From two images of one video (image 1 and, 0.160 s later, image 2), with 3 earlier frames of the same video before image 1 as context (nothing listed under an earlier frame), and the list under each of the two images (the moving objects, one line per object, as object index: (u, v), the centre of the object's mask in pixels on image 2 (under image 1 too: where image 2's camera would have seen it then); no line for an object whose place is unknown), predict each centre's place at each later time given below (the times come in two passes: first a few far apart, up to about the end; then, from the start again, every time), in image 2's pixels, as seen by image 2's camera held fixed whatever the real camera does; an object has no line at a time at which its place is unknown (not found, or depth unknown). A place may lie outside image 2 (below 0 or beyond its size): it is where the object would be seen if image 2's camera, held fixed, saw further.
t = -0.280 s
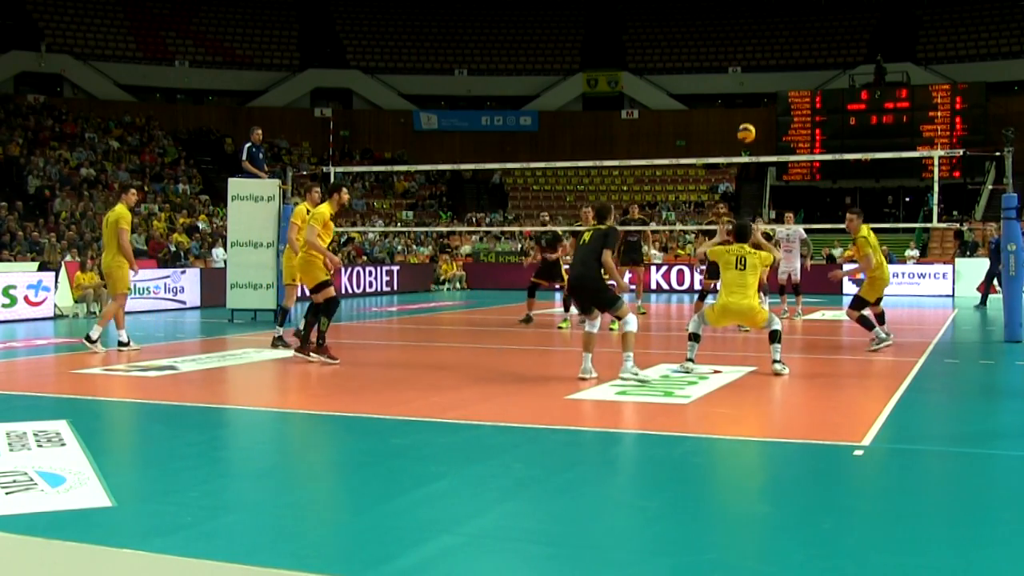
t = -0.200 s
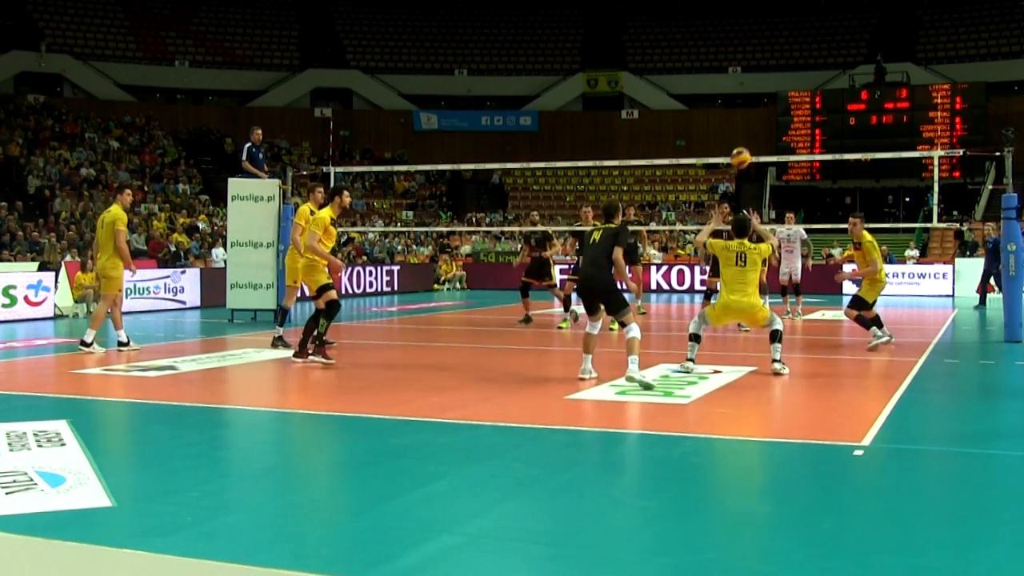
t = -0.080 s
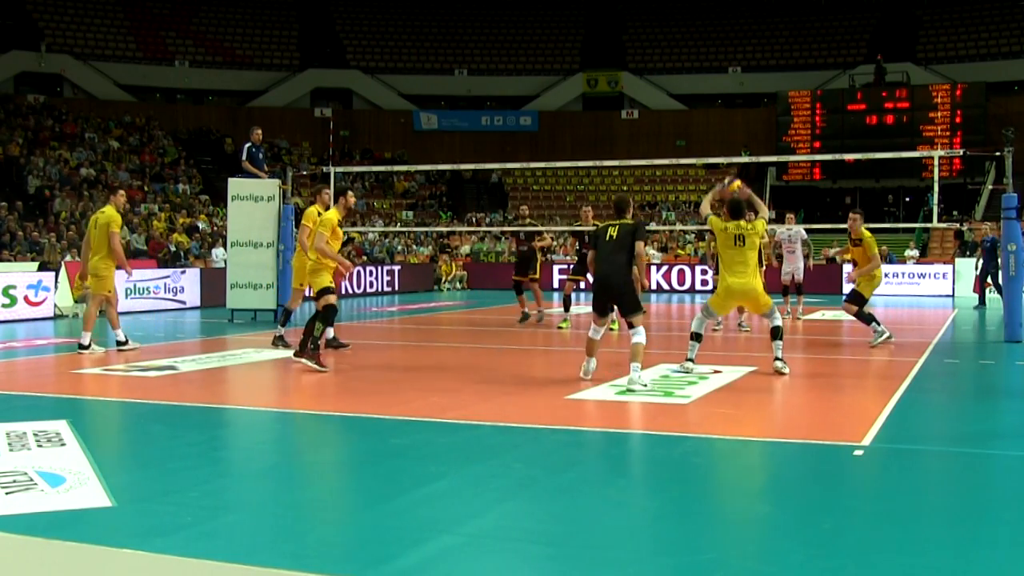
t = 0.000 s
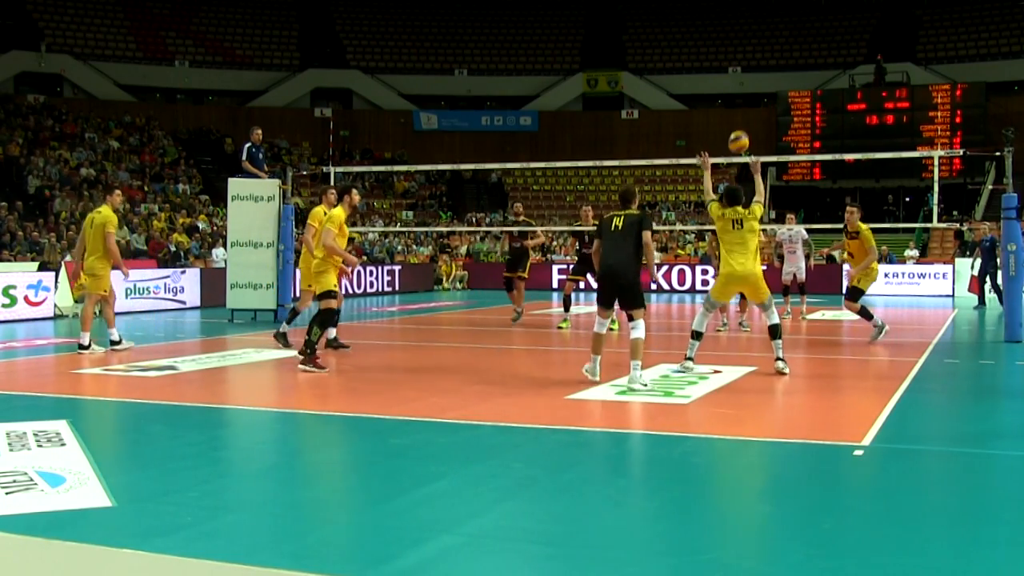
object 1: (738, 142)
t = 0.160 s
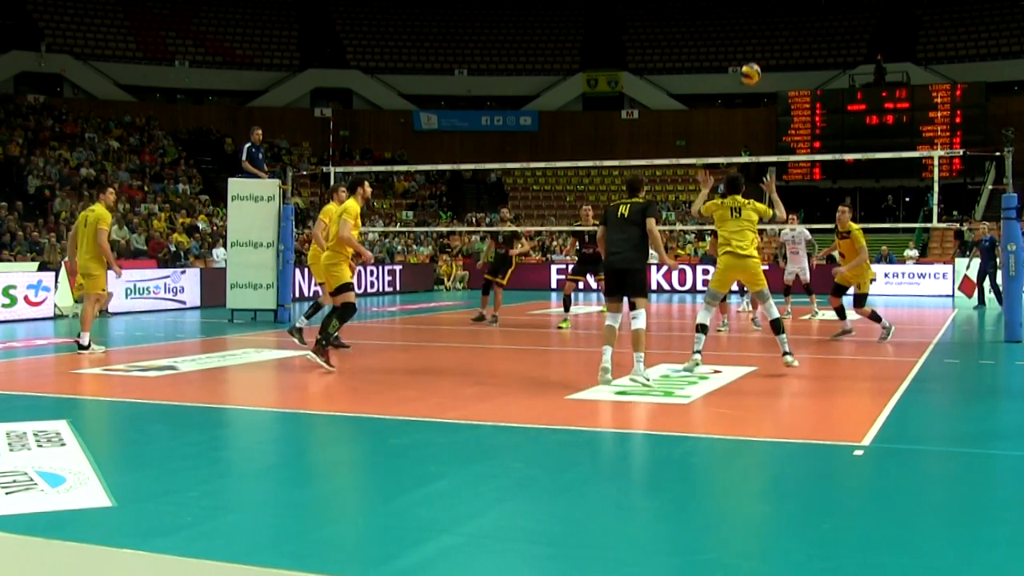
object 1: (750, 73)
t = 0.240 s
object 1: (756, 51)
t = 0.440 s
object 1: (770, 21)
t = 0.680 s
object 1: (786, 34)
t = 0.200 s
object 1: (753, 61)
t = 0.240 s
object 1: (756, 51)
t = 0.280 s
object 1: (759, 41)
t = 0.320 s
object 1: (762, 34)
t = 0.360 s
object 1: (765, 28)
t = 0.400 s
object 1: (768, 24)
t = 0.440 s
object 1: (770, 21)
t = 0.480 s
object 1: (773, 20)
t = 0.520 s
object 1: (776, 20)
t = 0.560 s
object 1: (778, 22)
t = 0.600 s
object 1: (781, 24)
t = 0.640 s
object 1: (784, 28)
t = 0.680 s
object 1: (786, 34)
